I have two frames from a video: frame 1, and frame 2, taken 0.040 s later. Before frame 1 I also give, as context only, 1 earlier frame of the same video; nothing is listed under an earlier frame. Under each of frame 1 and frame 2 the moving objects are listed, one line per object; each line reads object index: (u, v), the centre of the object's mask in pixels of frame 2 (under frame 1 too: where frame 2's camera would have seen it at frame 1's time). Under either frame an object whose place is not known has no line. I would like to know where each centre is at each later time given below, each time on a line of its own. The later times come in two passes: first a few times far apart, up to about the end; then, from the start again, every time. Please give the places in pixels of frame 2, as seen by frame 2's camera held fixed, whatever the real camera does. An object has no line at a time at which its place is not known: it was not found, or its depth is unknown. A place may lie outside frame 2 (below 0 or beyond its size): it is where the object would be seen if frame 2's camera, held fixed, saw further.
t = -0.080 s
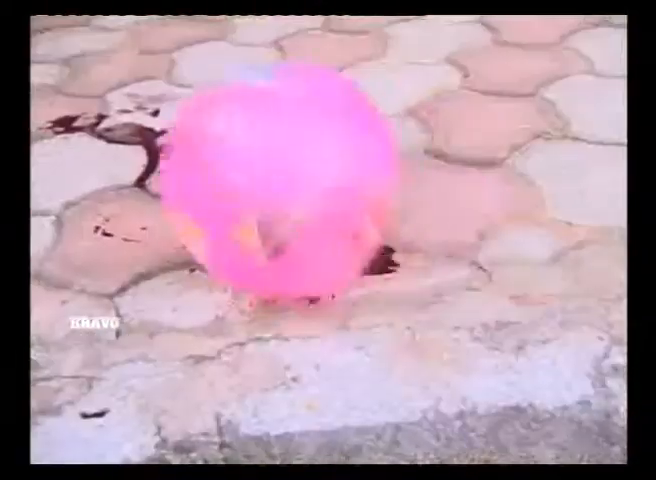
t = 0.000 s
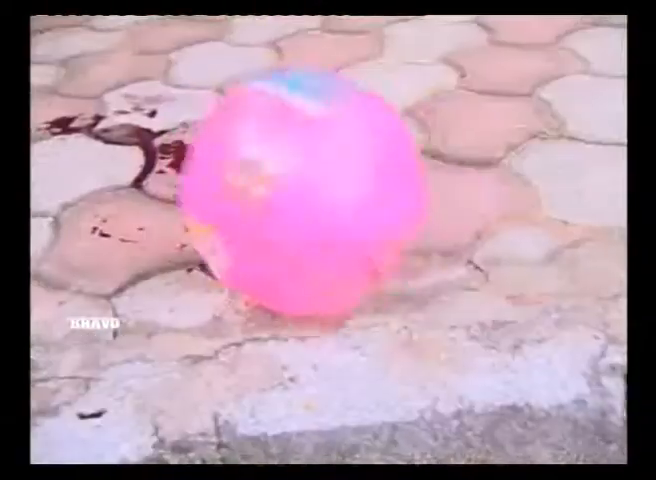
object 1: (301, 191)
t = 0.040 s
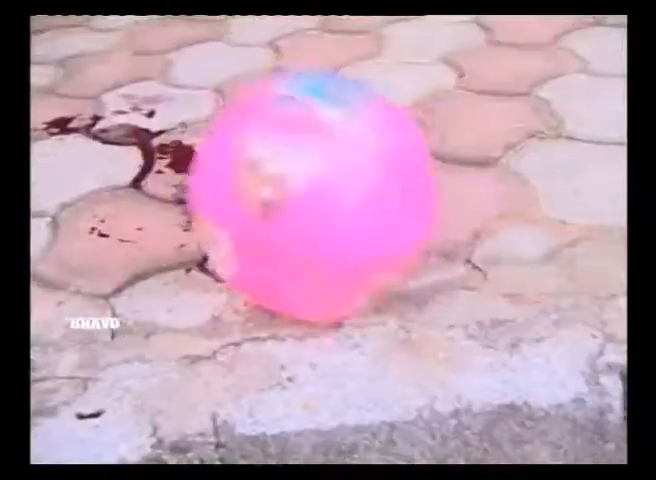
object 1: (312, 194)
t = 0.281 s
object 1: (378, 201)
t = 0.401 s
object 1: (413, 203)
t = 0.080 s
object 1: (324, 196)
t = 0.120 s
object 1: (335, 196)
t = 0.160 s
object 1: (346, 195)
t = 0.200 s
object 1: (357, 195)
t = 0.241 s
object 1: (367, 198)
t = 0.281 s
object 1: (378, 201)
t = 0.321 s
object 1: (390, 203)
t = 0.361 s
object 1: (402, 203)
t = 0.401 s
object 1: (413, 203)
